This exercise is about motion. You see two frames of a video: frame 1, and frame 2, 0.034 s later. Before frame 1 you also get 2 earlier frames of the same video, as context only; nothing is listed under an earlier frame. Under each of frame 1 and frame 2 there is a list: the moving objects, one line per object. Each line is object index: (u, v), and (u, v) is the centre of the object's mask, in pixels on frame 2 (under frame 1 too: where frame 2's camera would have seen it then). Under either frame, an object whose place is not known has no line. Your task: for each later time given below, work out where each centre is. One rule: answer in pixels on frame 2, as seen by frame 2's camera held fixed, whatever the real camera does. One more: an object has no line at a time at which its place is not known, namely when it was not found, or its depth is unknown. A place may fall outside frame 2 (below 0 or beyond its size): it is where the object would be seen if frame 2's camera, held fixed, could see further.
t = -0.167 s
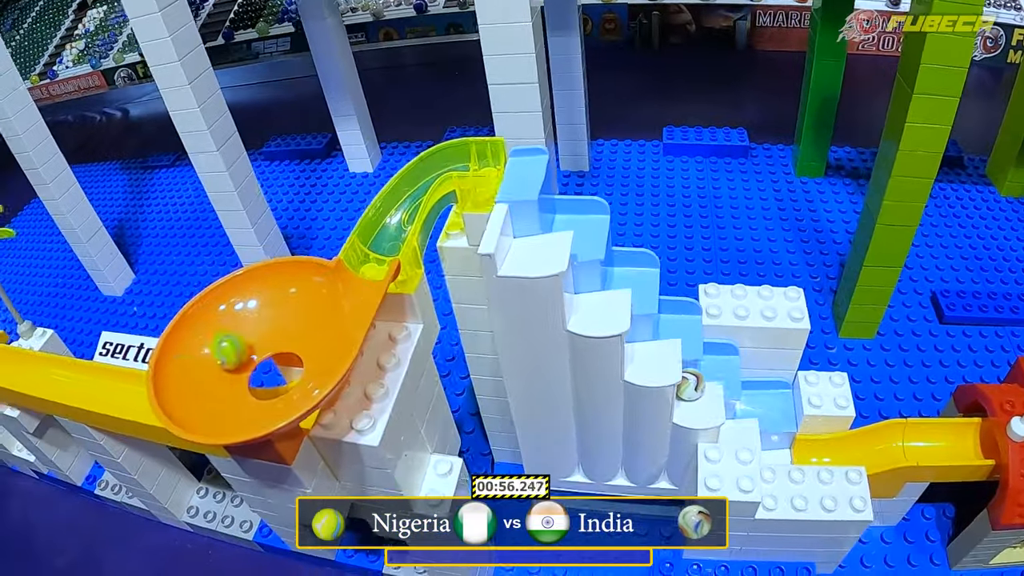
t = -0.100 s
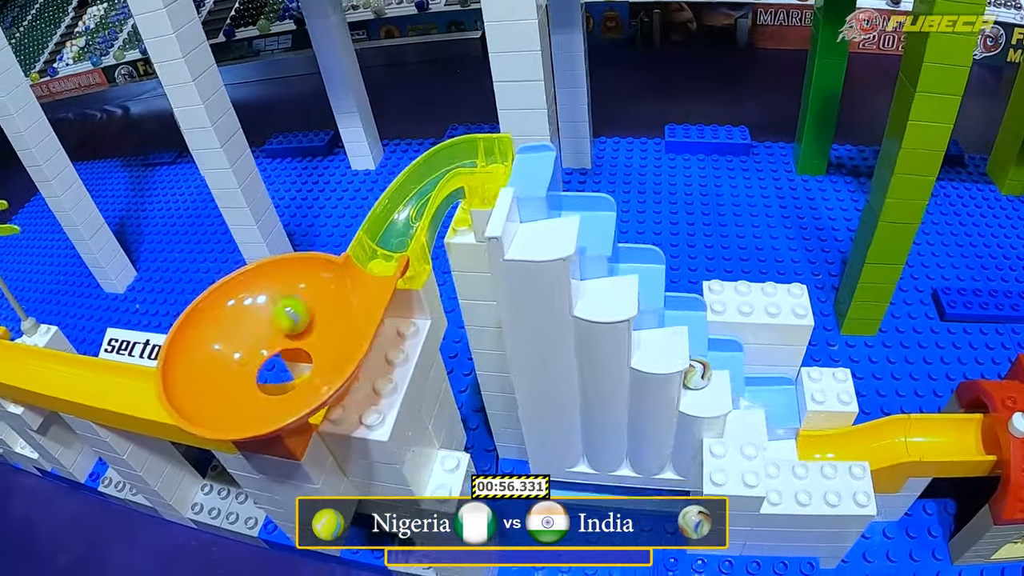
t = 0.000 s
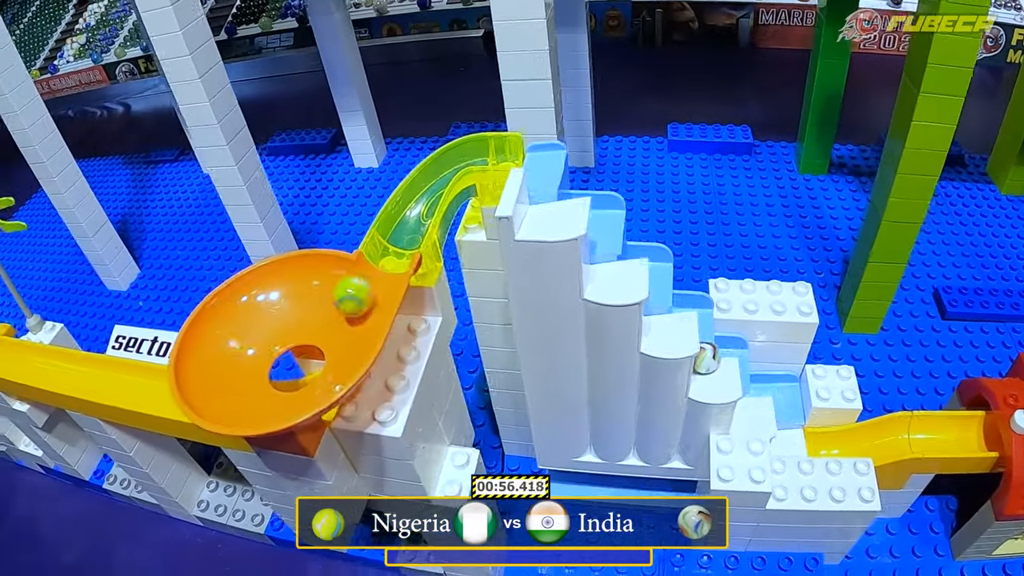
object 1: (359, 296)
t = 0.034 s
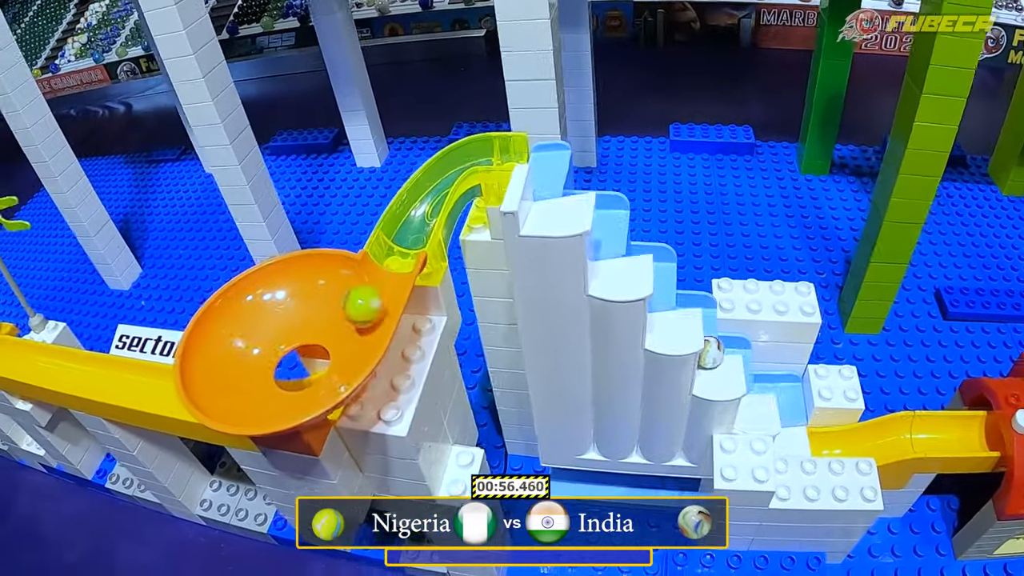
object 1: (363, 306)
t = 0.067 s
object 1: (363, 321)
